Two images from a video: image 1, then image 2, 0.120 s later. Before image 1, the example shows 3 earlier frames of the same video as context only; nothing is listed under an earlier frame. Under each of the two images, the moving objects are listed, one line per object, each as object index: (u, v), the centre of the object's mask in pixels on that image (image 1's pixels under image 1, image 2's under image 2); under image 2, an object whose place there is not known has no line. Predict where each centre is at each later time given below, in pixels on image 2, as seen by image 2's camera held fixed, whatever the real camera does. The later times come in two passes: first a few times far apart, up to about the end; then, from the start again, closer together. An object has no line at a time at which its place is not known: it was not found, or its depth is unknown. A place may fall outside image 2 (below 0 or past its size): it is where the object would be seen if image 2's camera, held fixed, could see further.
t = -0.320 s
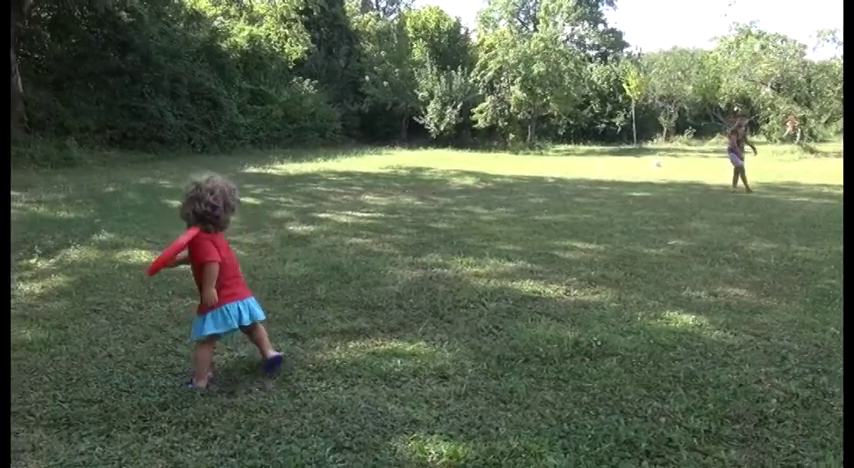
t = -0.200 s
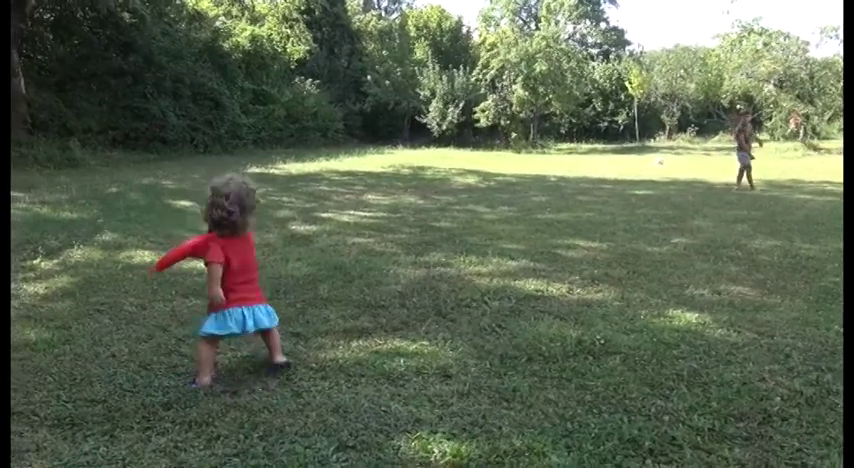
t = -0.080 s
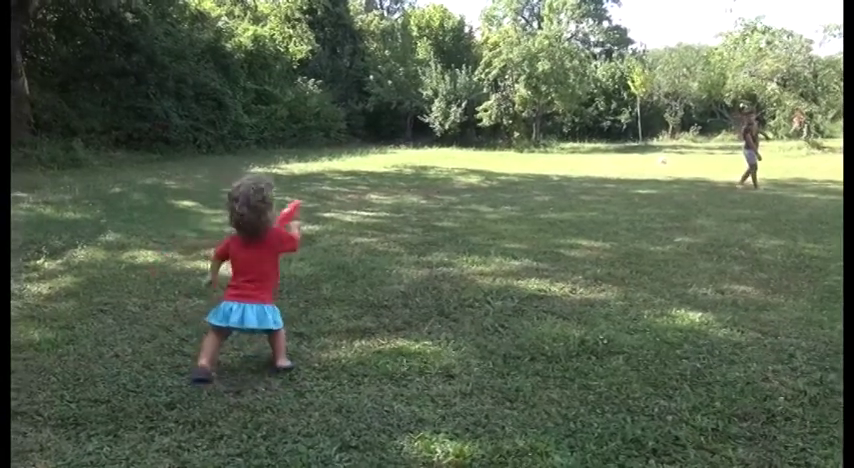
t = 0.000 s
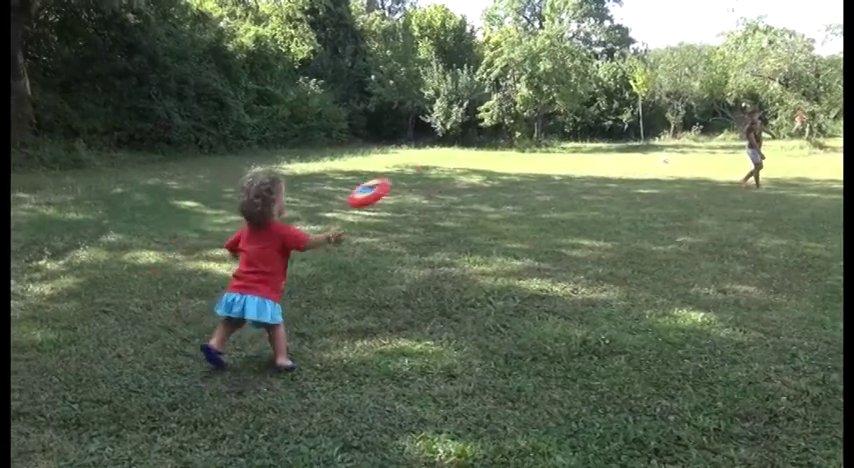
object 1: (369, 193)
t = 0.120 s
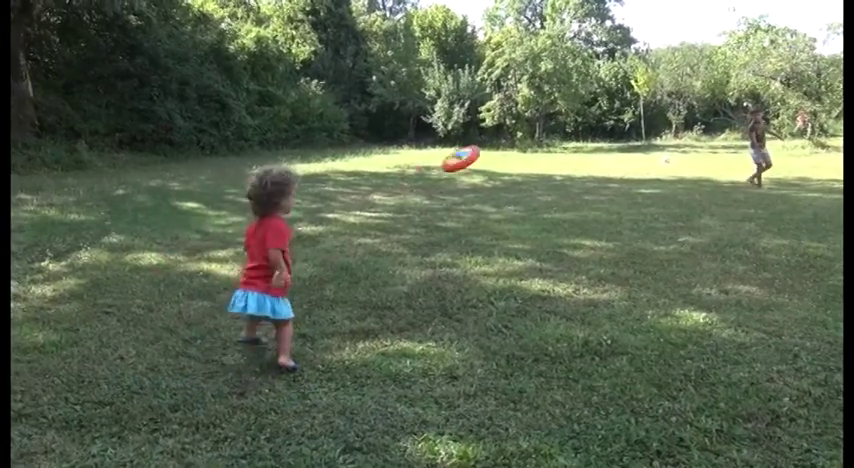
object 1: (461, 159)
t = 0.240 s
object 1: (526, 135)
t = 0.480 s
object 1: (608, 112)
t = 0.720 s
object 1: (653, 112)
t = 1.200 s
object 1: (675, 182)
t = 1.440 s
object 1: (673, 216)
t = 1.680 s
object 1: (680, 211)
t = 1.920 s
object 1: (692, 211)
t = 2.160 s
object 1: (697, 214)
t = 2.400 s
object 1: (694, 220)
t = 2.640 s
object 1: (694, 220)
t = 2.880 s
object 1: (693, 220)
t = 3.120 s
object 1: (693, 220)
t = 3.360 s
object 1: (692, 220)
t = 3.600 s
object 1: (692, 220)
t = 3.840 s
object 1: (692, 220)
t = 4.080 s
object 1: (692, 220)
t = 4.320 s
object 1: (692, 220)
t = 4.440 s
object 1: (691, 220)
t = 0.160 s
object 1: (485, 148)
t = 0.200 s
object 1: (506, 141)
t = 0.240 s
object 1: (526, 135)
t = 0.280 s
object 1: (543, 128)
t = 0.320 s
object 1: (559, 124)
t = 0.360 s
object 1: (573, 120)
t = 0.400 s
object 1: (585, 117)
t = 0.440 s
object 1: (597, 114)
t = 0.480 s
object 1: (608, 112)
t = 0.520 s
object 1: (617, 110)
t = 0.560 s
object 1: (624, 110)
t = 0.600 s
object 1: (634, 109)
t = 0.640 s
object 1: (640, 109)
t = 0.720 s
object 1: (653, 112)
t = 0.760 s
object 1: (657, 114)
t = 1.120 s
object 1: (675, 165)
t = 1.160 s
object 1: (676, 173)
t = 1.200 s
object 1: (675, 182)
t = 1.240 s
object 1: (675, 190)
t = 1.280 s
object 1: (672, 201)
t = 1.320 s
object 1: (671, 211)
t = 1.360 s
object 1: (670, 219)
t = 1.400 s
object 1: (670, 219)
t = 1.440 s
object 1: (673, 216)
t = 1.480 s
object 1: (674, 212)
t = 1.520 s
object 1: (674, 210)
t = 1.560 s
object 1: (675, 210)
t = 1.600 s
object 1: (676, 210)
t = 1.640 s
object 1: (678, 211)
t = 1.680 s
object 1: (680, 211)
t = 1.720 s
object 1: (683, 212)
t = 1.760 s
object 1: (685, 211)
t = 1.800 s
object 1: (687, 211)
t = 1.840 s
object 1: (689, 211)
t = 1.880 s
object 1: (690, 211)
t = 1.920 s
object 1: (692, 211)
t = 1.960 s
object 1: (695, 211)
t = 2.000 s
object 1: (696, 211)
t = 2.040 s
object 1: (697, 212)
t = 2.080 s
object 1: (697, 212)
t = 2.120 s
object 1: (696, 213)
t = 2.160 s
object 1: (697, 214)
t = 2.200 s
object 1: (696, 216)
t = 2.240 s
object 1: (695, 218)
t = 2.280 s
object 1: (694, 219)
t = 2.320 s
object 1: (694, 220)
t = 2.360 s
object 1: (693, 220)
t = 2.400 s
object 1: (694, 220)
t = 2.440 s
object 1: (693, 221)
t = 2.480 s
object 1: (693, 220)
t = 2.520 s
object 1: (693, 220)
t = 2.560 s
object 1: (693, 220)
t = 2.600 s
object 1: (693, 220)
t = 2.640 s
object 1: (694, 220)
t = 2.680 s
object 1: (693, 220)
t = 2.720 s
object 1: (693, 220)
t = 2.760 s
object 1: (693, 220)
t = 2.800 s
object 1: (693, 220)
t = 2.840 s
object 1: (693, 220)
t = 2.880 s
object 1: (693, 220)
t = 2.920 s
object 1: (693, 220)
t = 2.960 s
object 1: (693, 220)
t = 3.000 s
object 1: (693, 220)
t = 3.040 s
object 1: (693, 220)
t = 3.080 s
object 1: (693, 220)
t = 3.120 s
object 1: (693, 220)
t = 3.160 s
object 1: (692, 220)
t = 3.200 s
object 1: (692, 220)
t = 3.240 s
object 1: (692, 220)
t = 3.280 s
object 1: (692, 220)
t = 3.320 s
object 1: (692, 220)
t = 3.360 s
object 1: (692, 220)
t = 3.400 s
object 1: (692, 220)
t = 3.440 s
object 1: (692, 220)
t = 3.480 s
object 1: (692, 220)
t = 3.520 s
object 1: (692, 220)
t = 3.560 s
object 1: (692, 220)
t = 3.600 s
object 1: (692, 220)
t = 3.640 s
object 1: (692, 220)
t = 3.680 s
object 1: (692, 221)
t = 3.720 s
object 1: (692, 220)
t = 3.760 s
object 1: (692, 220)
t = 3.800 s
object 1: (692, 221)
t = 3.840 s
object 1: (692, 220)
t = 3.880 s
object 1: (692, 220)
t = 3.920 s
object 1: (692, 220)
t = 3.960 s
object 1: (692, 220)
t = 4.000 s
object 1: (692, 220)
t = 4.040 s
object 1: (692, 220)
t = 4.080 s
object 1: (692, 220)
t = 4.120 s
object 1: (692, 220)
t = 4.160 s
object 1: (692, 220)
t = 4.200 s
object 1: (691, 220)
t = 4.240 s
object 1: (691, 220)
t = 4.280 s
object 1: (691, 220)
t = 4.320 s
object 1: (692, 220)
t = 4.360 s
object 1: (692, 220)
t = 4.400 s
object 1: (691, 220)
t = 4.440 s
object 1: (691, 220)
